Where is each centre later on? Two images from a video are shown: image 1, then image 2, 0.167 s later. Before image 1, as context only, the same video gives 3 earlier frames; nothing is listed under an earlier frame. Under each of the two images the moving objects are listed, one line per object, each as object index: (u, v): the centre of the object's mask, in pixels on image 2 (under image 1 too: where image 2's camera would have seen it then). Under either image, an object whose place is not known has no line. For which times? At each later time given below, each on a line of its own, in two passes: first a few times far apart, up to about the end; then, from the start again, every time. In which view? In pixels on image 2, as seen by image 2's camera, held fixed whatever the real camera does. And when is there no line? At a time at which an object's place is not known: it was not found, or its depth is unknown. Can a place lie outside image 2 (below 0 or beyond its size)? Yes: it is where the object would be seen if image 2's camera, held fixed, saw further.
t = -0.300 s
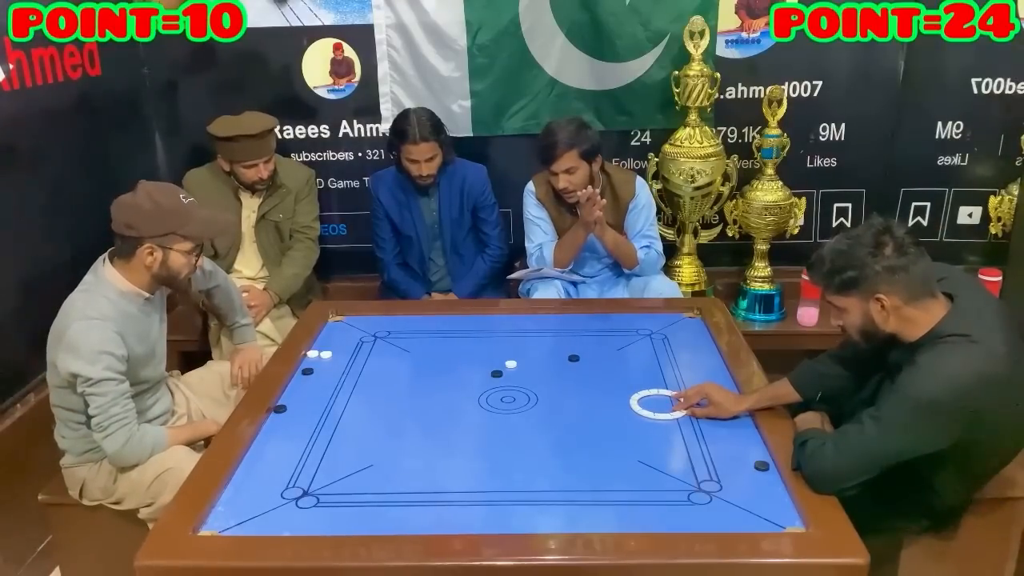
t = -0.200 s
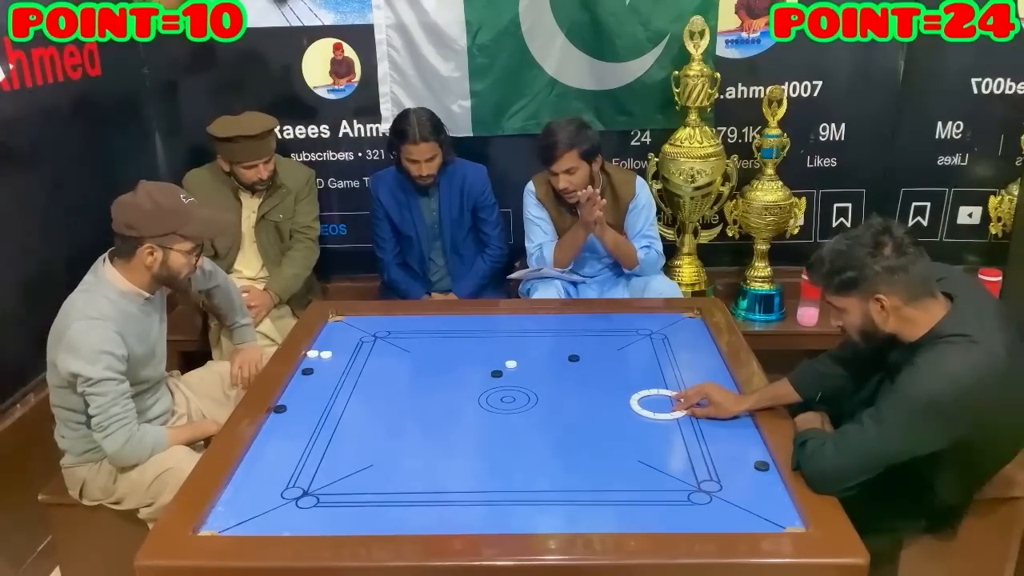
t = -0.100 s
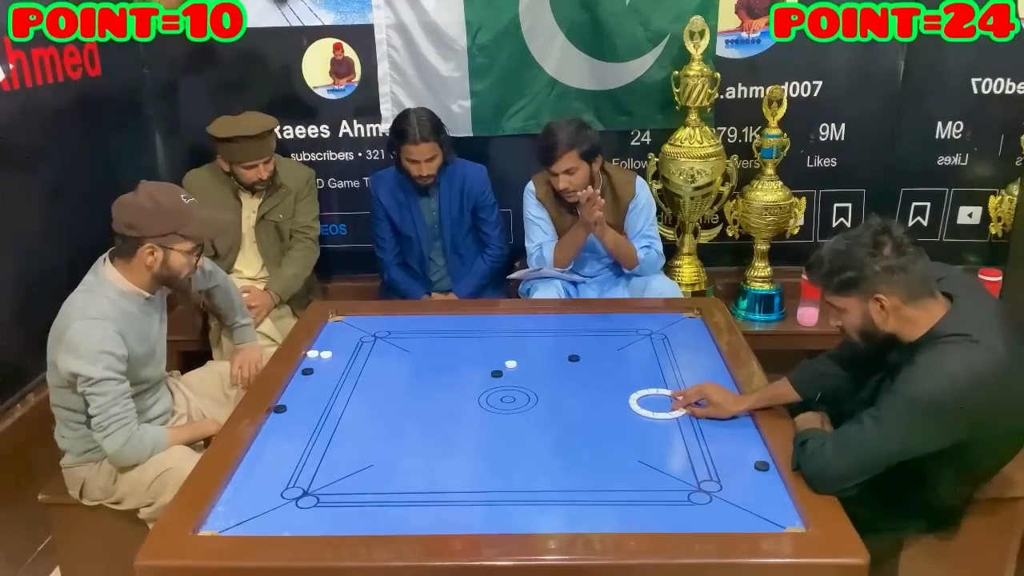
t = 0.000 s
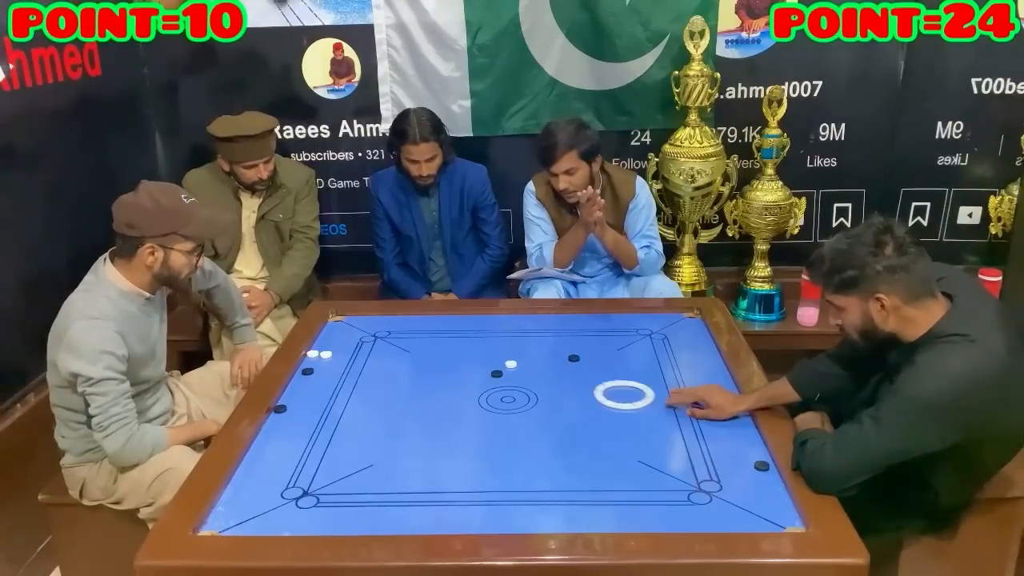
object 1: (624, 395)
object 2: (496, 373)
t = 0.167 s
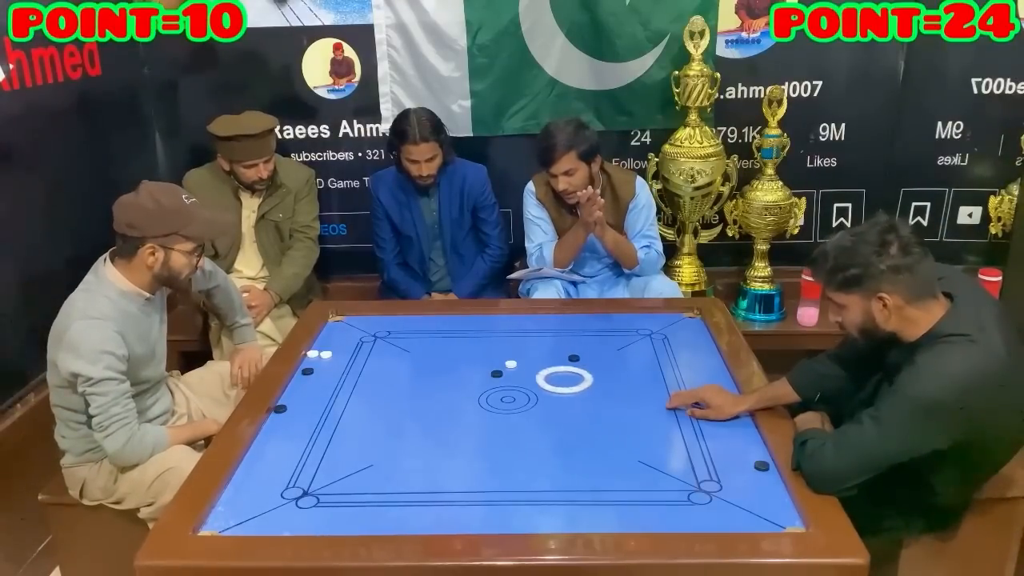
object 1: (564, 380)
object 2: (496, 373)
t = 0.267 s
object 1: (532, 372)
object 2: (496, 373)
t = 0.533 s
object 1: (474, 355)
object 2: (437, 375)
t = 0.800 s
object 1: (424, 340)
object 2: (378, 377)
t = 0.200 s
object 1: (552, 377)
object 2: (496, 373)
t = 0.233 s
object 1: (541, 374)
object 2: (496, 373)
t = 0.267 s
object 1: (532, 372)
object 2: (496, 373)
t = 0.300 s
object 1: (524, 369)
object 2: (490, 374)
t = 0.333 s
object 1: (516, 367)
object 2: (483, 374)
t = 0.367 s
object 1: (509, 365)
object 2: (475, 374)
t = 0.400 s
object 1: (502, 363)
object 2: (467, 374)
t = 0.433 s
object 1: (494, 361)
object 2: (459, 375)
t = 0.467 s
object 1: (488, 359)
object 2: (452, 375)
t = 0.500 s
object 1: (481, 357)
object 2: (444, 375)
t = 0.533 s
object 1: (474, 355)
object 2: (437, 375)
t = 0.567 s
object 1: (468, 353)
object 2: (429, 375)
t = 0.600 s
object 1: (461, 351)
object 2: (422, 376)
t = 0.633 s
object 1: (455, 349)
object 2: (415, 376)
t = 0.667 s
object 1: (448, 347)
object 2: (407, 376)
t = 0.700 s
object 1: (442, 346)
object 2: (400, 376)
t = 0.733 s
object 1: (436, 344)
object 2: (392, 377)
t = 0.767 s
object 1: (430, 342)
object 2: (385, 377)
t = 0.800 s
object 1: (424, 340)
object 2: (378, 377)
